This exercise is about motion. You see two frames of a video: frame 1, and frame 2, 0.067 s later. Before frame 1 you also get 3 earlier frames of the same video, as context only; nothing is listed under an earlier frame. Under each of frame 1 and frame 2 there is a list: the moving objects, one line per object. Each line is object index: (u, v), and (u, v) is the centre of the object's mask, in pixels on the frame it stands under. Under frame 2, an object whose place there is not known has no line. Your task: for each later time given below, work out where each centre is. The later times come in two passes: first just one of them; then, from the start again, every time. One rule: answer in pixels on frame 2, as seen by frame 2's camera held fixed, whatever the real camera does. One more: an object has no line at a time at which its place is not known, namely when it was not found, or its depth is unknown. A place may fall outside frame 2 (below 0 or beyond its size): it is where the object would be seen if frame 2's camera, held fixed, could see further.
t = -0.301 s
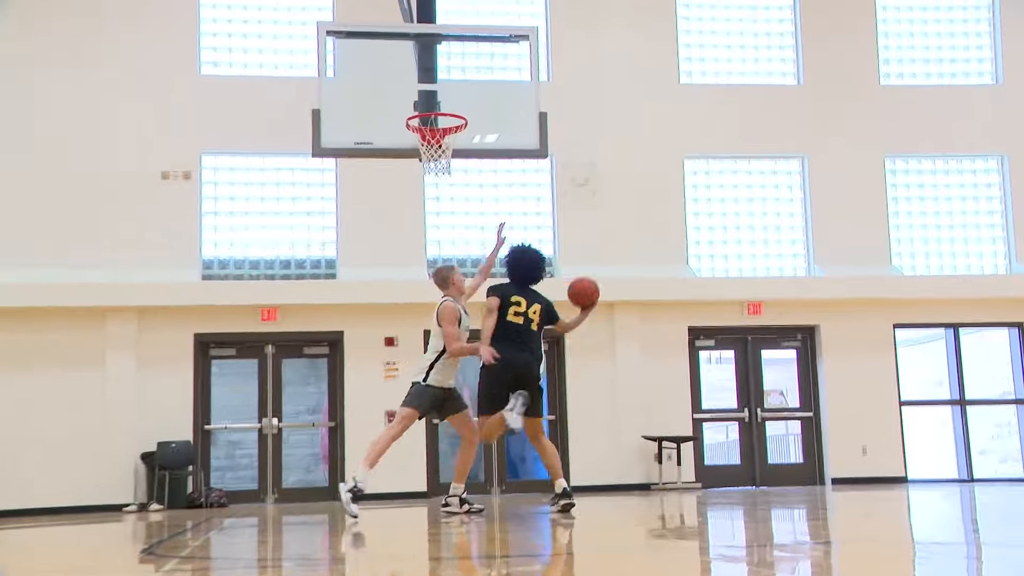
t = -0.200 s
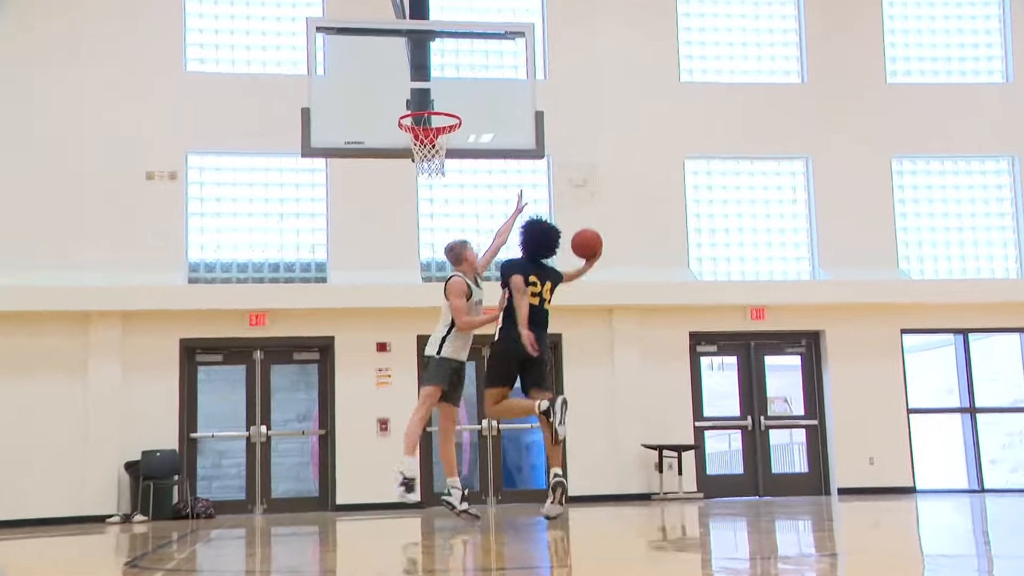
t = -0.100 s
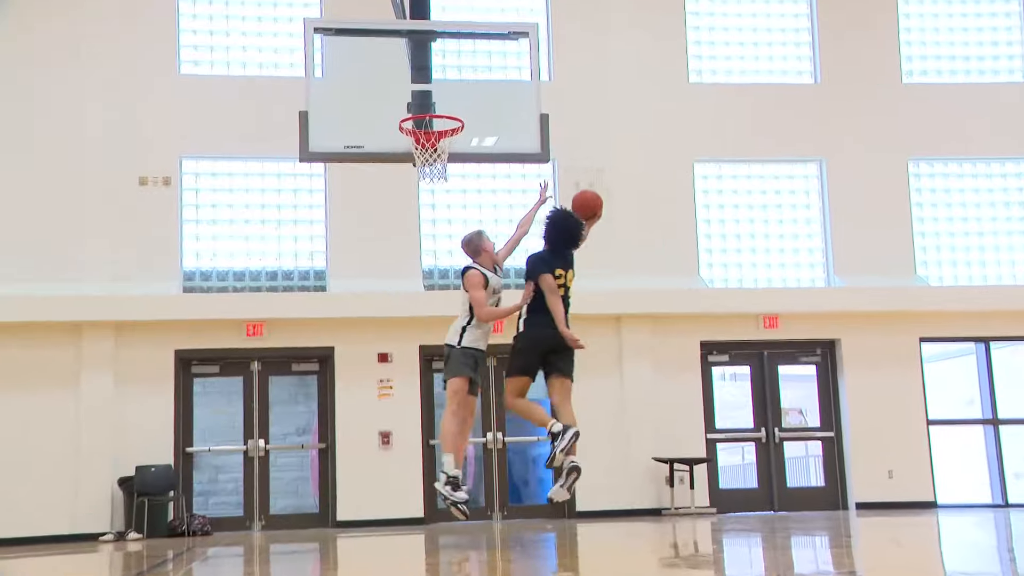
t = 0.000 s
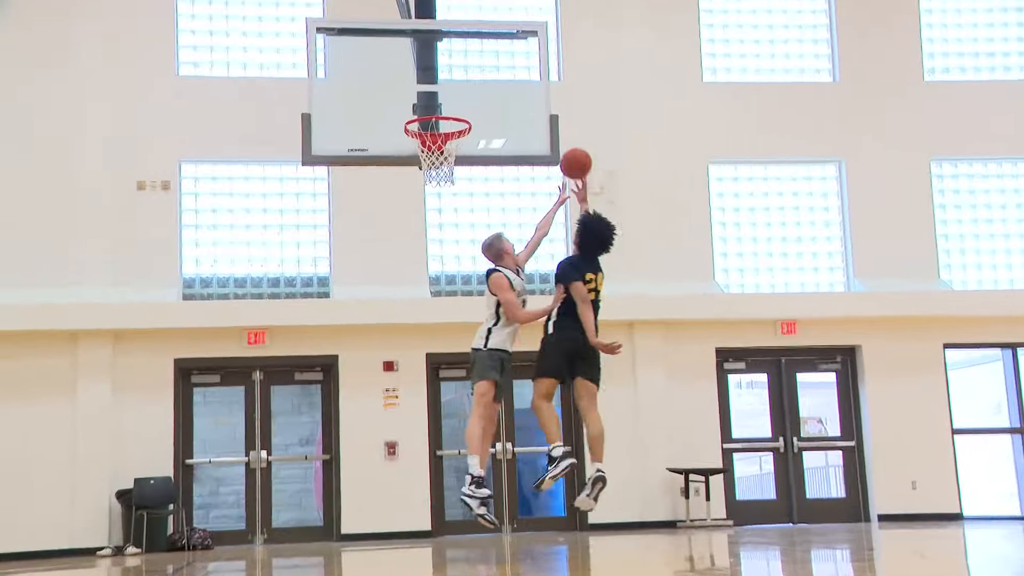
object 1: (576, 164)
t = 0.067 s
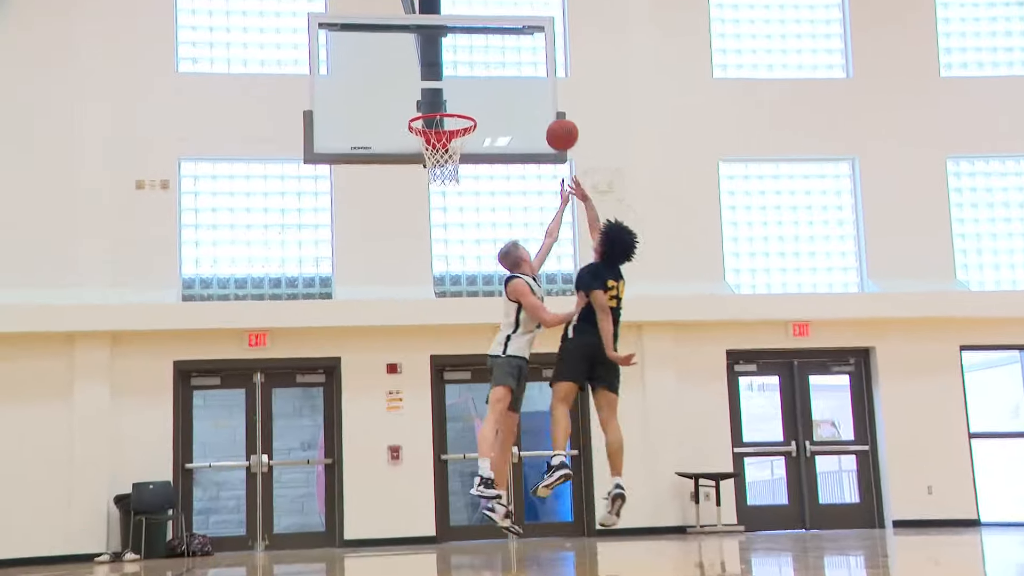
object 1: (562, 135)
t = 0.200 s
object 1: (520, 101)
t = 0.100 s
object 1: (551, 124)
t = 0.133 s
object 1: (540, 115)
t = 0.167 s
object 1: (531, 108)
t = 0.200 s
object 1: (520, 101)
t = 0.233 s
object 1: (510, 97)
